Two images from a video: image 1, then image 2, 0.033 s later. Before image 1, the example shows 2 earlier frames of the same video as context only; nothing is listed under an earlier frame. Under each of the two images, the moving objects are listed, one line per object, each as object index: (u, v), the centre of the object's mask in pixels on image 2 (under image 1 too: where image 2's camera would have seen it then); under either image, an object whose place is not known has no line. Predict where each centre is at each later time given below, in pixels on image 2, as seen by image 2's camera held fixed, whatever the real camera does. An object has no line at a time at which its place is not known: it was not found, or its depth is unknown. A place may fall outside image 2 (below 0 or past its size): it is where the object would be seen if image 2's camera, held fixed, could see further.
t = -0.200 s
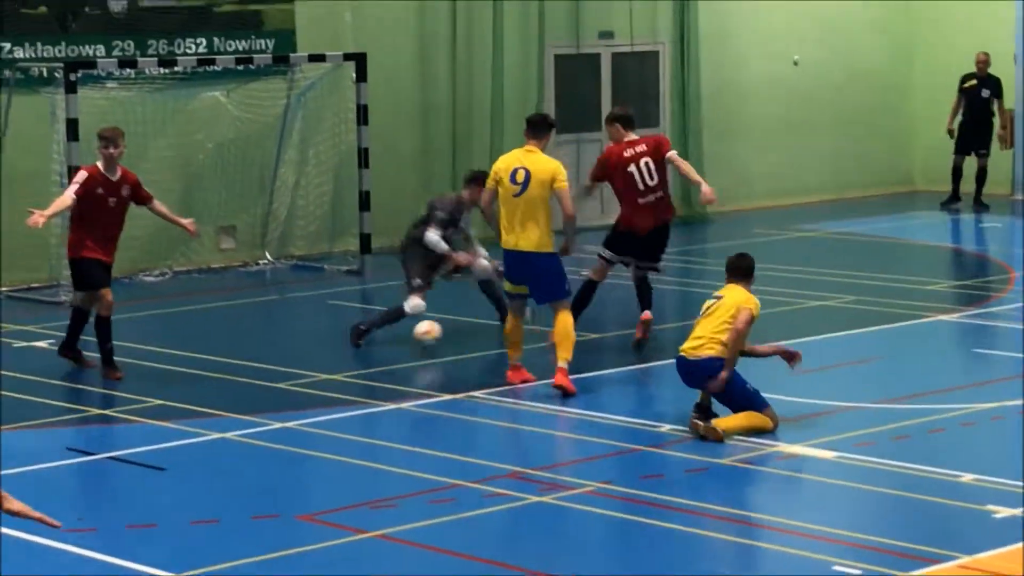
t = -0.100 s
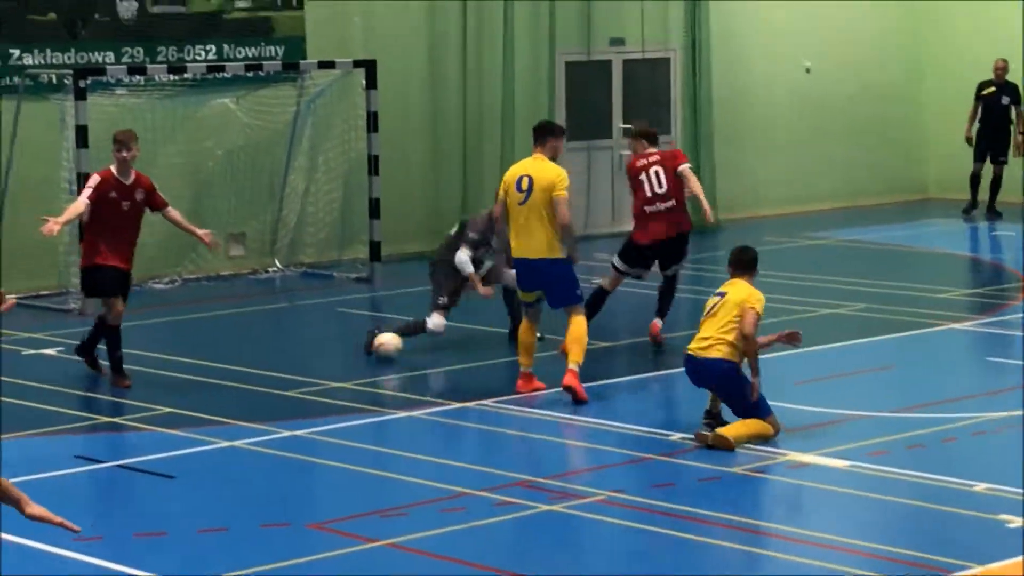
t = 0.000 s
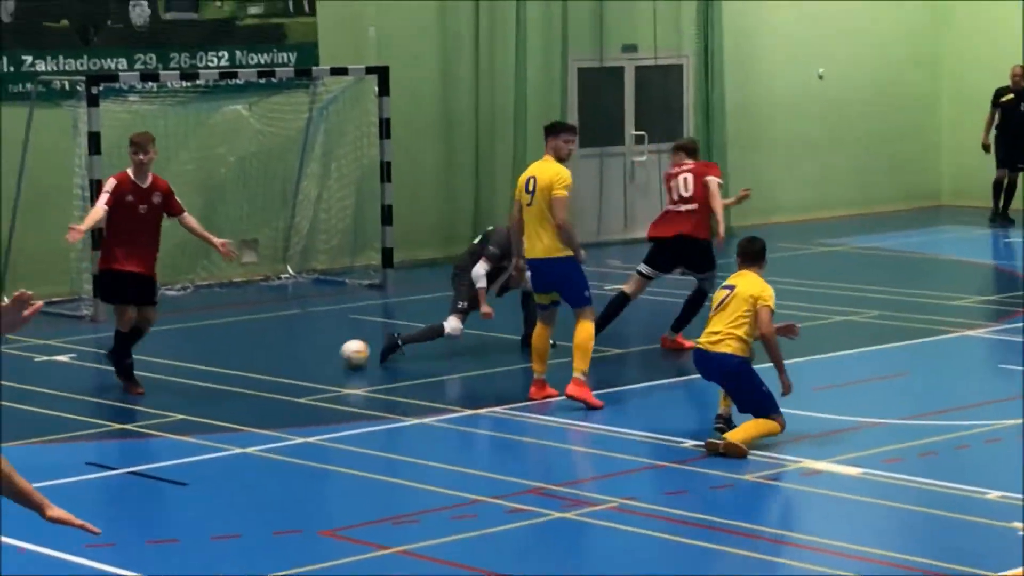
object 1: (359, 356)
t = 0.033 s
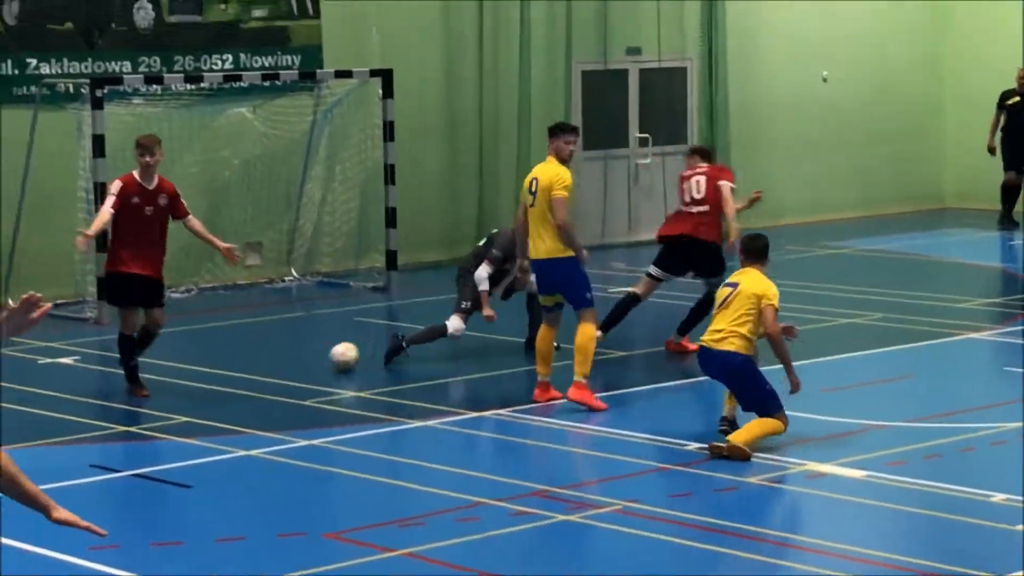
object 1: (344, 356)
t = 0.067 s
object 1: (330, 356)
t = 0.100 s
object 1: (315, 357)
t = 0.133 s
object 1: (300, 357)
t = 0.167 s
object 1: (286, 356)
